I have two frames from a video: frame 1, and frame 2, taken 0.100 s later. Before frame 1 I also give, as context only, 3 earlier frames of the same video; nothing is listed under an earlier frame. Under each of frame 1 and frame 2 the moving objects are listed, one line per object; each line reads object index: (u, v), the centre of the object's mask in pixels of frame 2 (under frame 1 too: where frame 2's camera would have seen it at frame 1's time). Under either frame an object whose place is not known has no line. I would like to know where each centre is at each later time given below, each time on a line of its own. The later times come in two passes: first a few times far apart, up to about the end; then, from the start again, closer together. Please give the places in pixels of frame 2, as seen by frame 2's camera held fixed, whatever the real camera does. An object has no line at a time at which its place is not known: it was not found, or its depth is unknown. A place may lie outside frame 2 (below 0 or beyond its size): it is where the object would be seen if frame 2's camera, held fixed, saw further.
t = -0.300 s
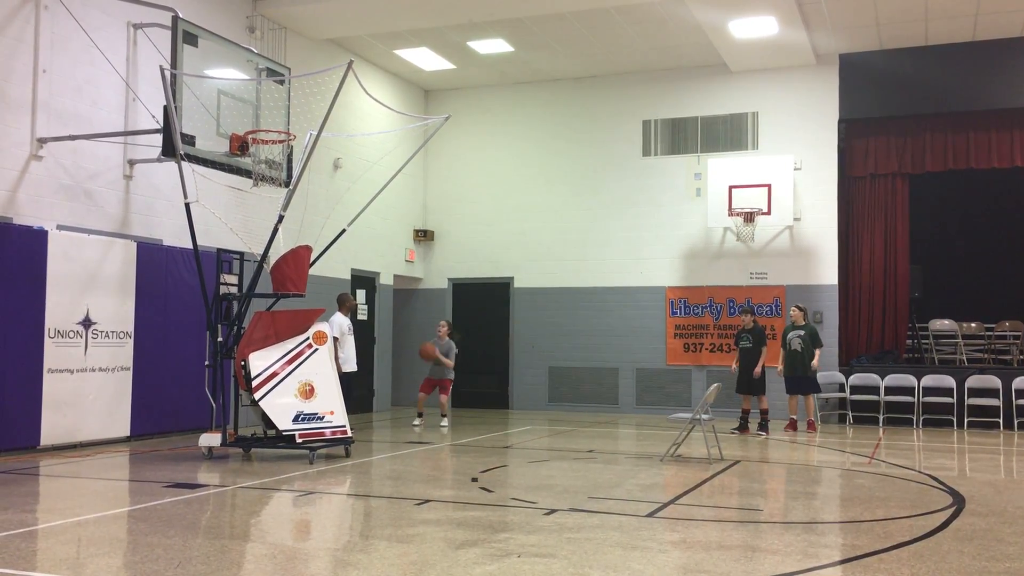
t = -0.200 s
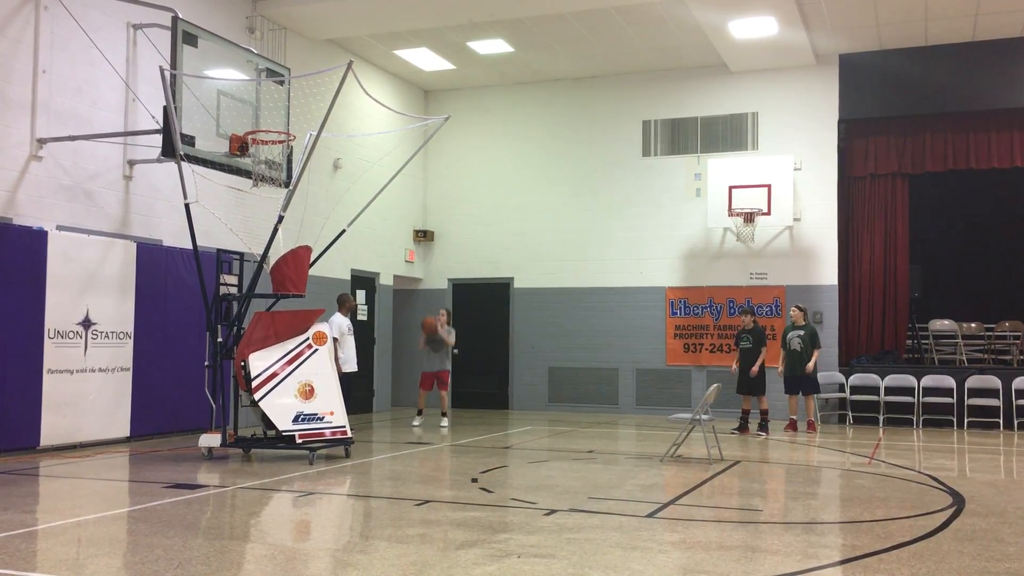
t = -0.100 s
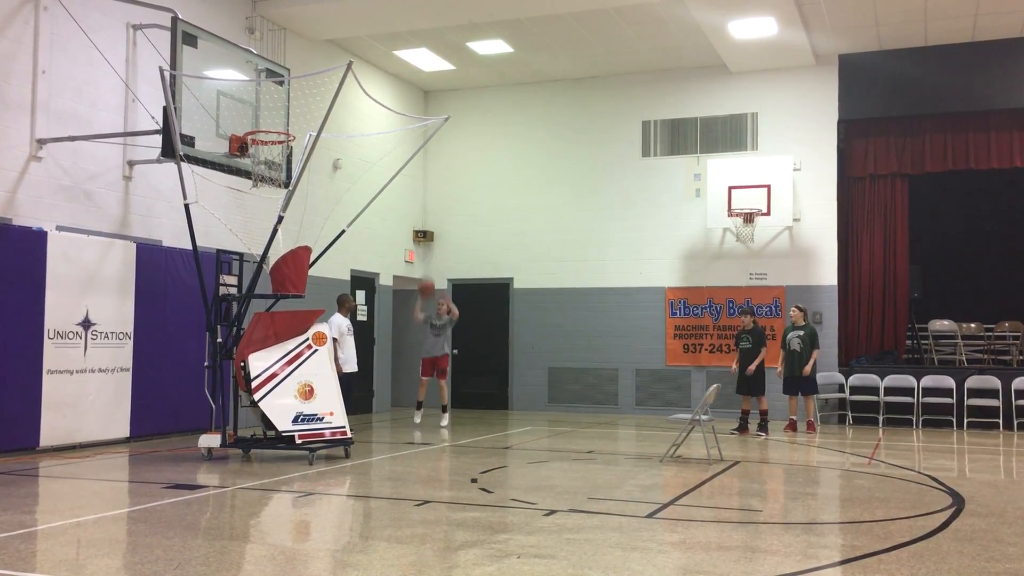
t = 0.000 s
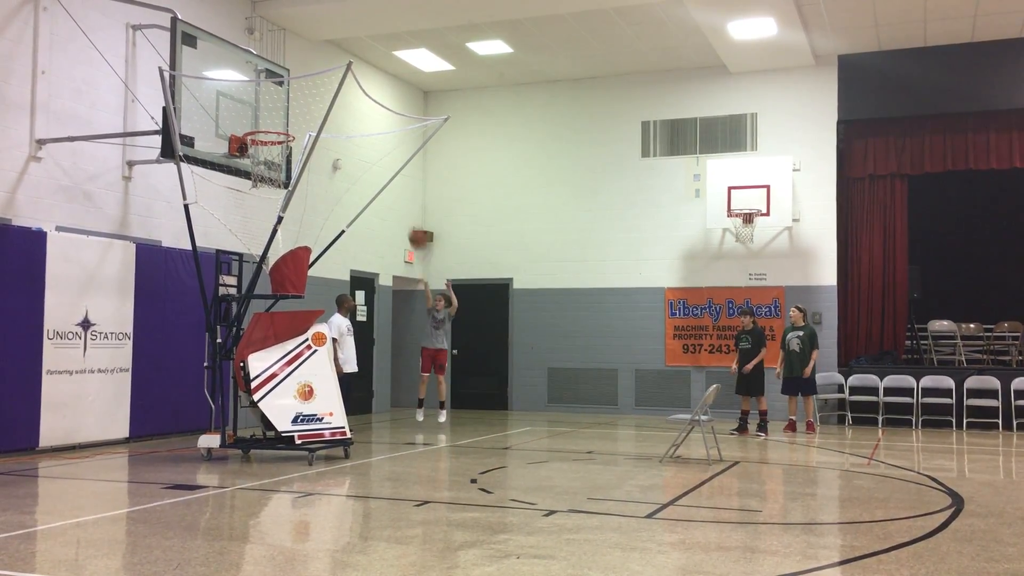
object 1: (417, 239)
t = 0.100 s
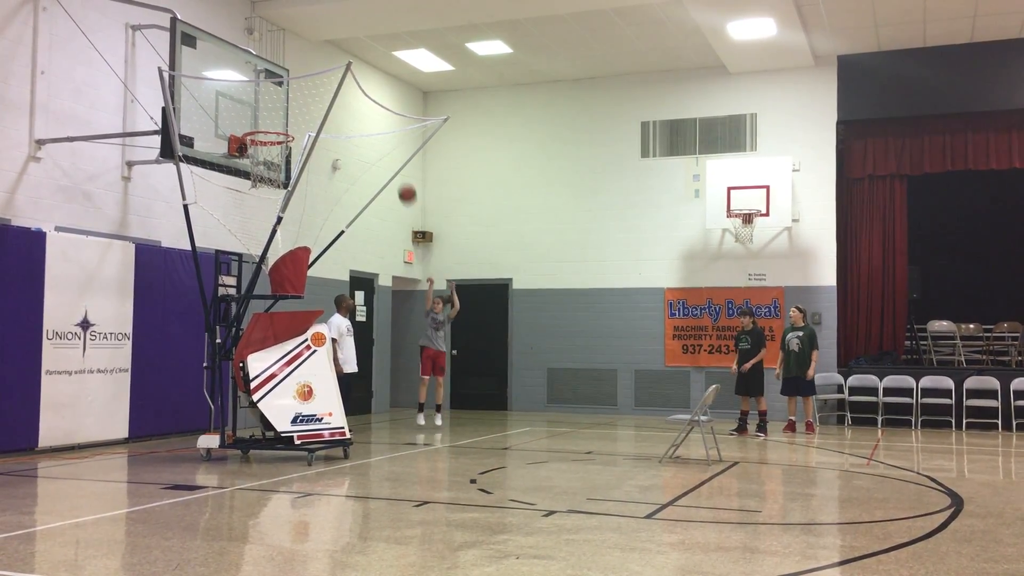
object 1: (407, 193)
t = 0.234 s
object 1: (394, 144)
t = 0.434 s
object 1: (372, 91)
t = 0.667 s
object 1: (343, 67)
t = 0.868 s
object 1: (314, 86)
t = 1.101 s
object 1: (291, 113)
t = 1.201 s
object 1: (291, 108)
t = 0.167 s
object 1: (400, 167)
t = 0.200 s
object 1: (397, 155)
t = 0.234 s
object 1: (394, 144)
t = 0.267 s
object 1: (390, 133)
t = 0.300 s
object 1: (387, 123)
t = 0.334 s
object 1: (383, 114)
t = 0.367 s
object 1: (380, 106)
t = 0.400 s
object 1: (376, 98)
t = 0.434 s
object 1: (372, 91)
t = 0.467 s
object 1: (369, 84)
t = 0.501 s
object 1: (365, 79)
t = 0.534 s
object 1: (360, 75)
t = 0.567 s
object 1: (357, 72)
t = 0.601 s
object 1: (352, 69)
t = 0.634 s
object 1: (346, 68)
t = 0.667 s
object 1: (343, 67)
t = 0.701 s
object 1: (337, 67)
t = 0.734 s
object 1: (334, 69)
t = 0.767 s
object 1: (329, 71)
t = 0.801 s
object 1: (324, 75)
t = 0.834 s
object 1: (319, 80)
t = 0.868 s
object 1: (314, 86)
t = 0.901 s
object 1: (309, 92)
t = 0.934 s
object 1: (304, 101)
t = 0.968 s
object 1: (299, 110)
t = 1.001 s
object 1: (294, 122)
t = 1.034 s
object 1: (292, 122)
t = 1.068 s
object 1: (291, 117)
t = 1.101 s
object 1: (291, 113)
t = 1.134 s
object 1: (291, 111)
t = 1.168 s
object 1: (291, 109)
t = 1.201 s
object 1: (291, 108)
